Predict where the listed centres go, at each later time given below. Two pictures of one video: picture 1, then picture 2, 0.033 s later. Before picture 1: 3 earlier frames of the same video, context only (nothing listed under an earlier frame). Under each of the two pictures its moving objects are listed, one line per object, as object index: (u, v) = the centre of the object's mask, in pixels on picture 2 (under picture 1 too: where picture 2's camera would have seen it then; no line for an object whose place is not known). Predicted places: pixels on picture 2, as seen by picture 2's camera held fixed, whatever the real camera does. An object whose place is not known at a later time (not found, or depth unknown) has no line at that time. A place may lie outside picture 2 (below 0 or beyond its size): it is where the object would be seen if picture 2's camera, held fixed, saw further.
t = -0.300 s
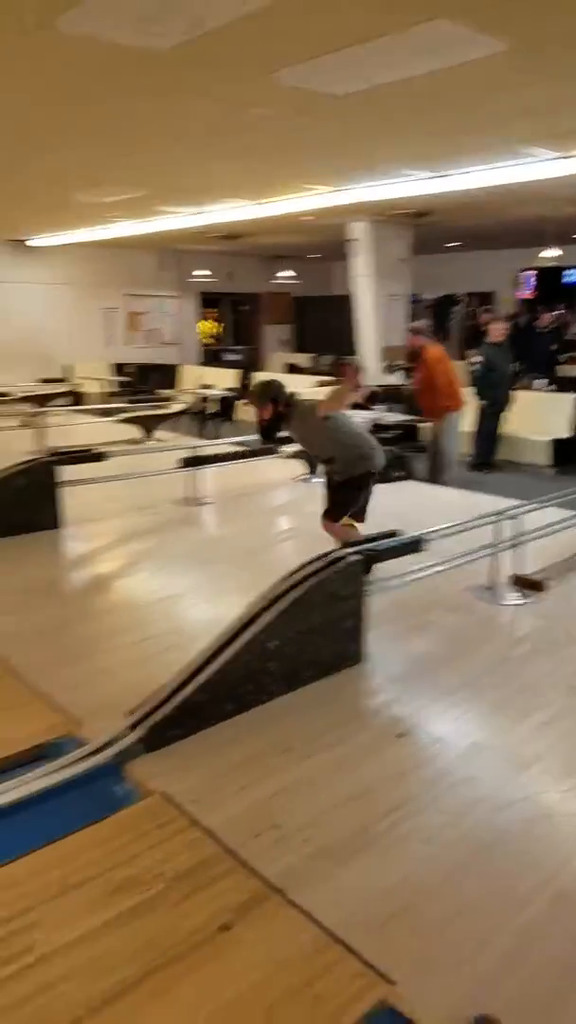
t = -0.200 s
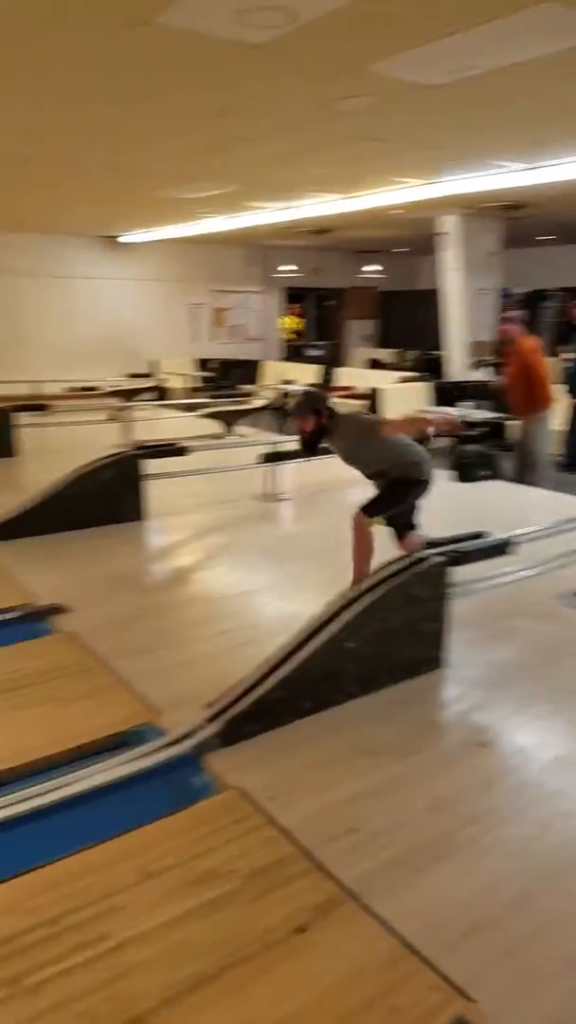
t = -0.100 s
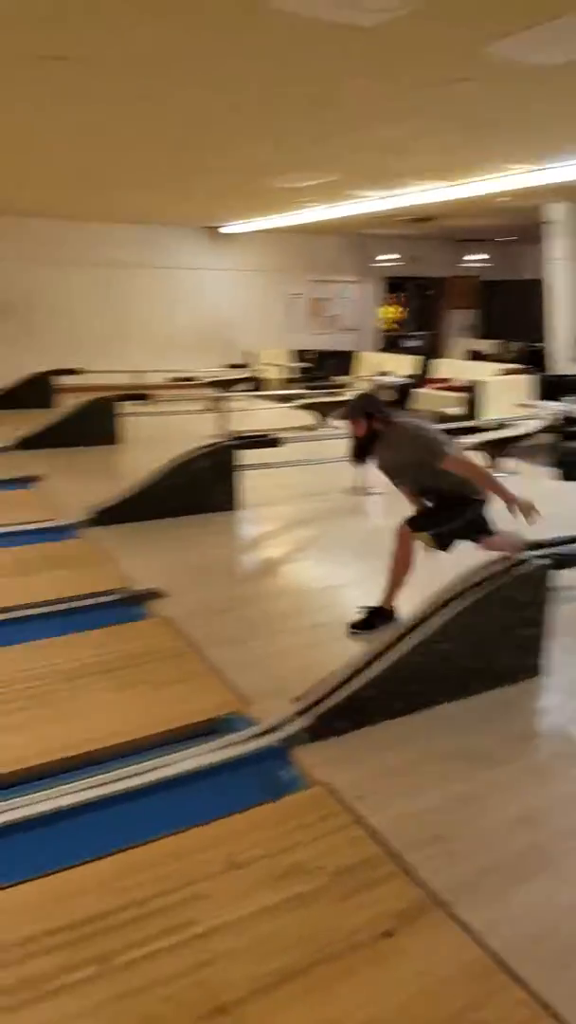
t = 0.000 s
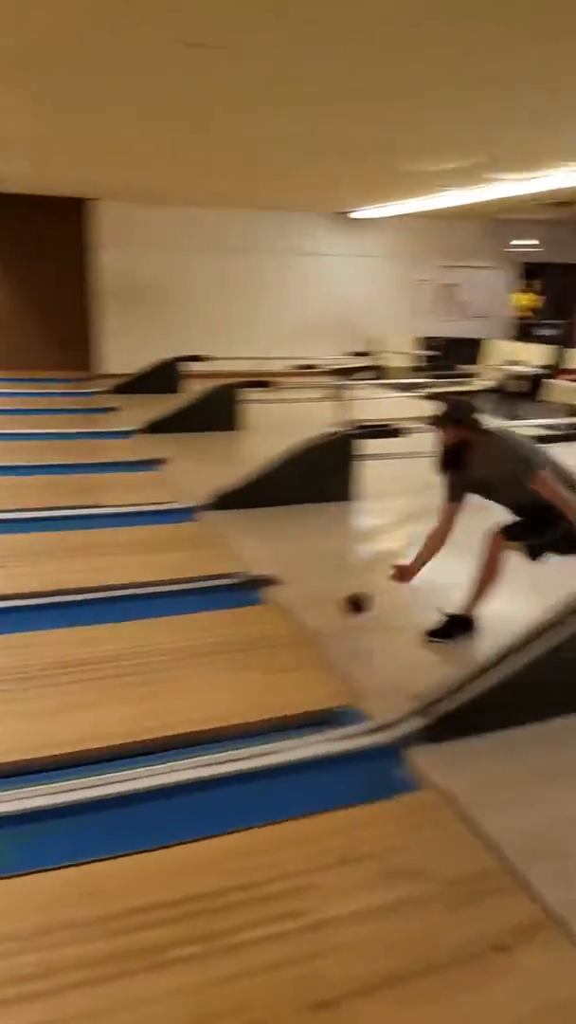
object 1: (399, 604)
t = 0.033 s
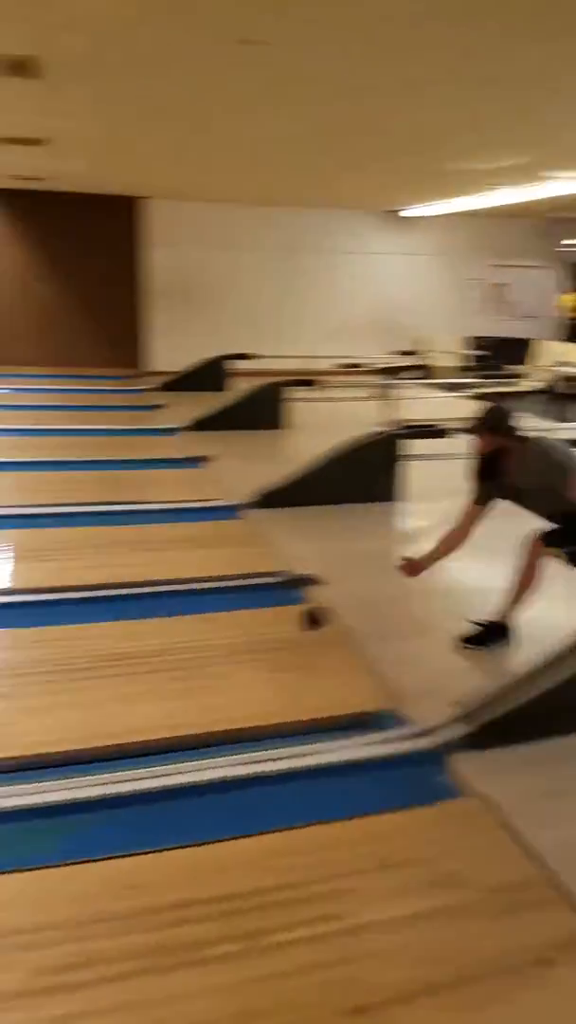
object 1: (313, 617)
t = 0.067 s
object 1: (221, 635)
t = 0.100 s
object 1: (125, 645)
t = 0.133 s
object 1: (21, 652)
